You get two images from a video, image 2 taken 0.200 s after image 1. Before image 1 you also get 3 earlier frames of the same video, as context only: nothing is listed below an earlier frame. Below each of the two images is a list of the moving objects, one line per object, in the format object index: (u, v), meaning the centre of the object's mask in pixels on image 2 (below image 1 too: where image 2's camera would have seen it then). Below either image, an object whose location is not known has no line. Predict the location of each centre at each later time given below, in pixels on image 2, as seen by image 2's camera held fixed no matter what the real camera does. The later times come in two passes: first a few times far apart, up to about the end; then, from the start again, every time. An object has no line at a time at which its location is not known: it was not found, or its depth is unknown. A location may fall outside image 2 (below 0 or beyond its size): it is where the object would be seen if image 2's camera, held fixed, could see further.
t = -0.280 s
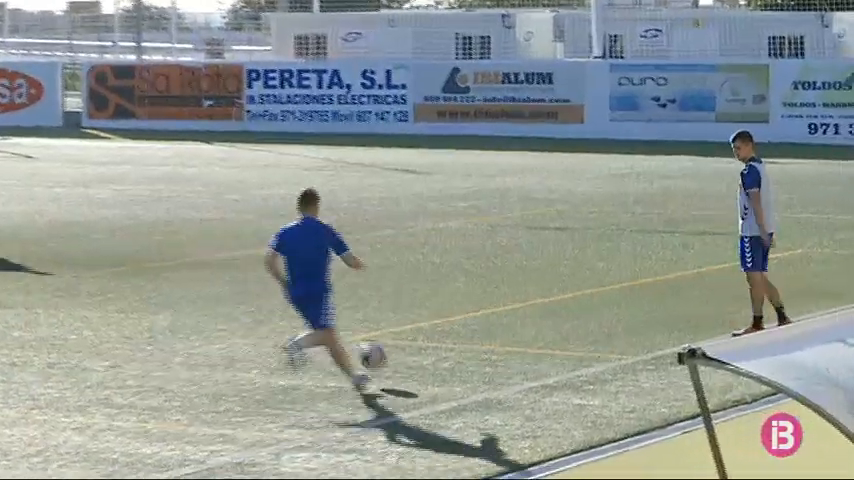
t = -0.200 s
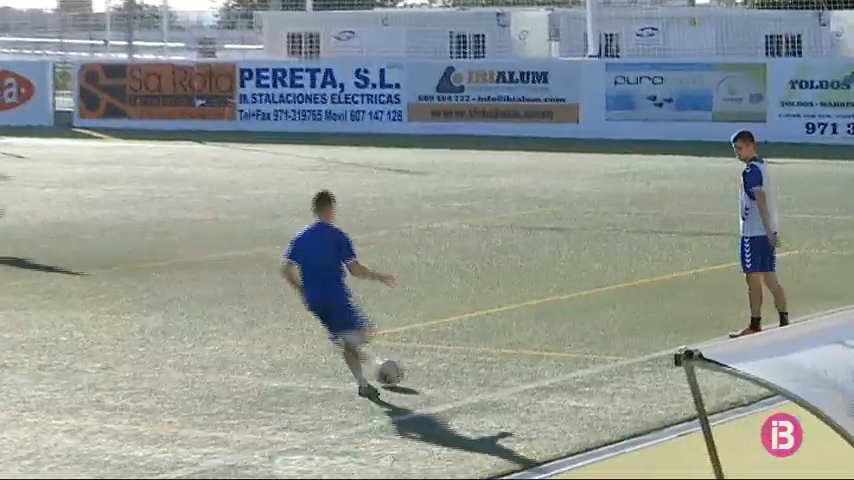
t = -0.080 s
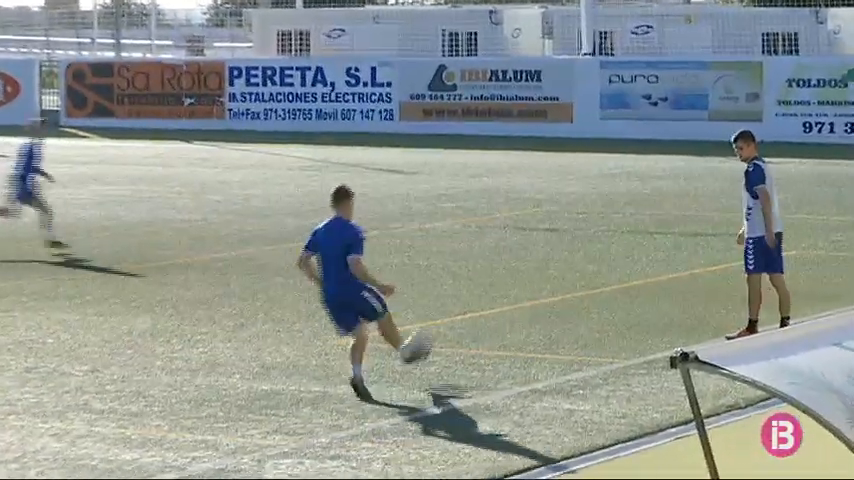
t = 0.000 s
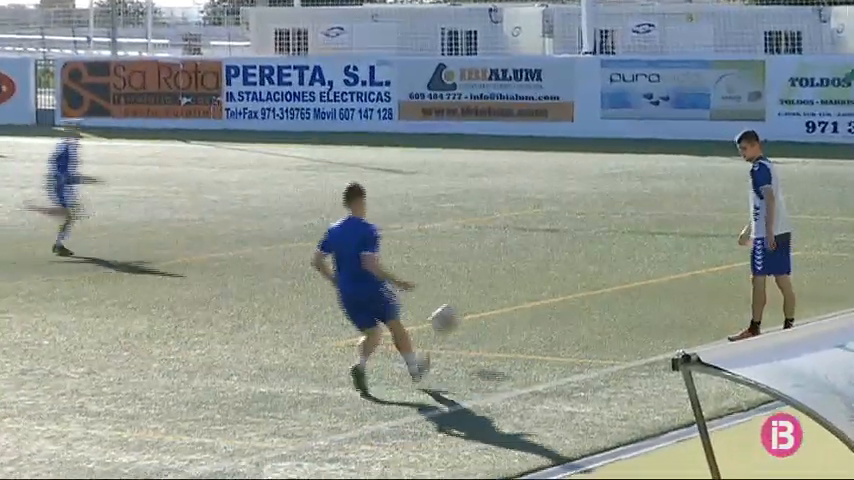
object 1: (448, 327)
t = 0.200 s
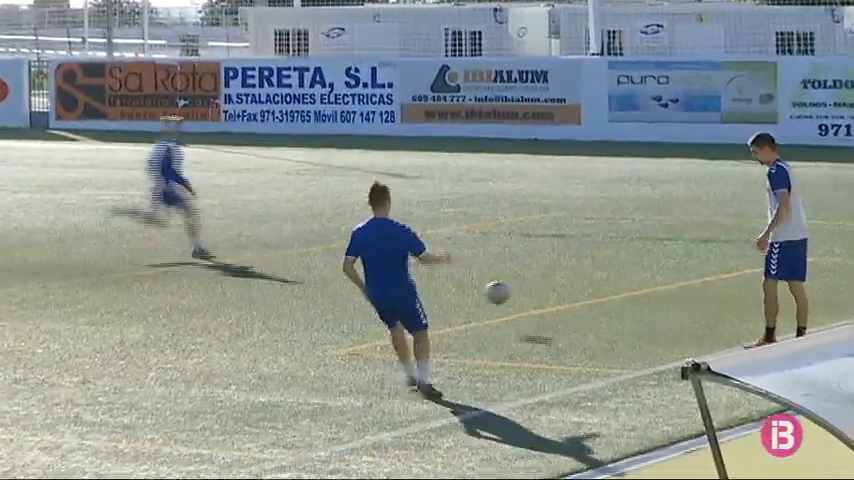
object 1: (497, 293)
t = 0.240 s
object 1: (504, 292)
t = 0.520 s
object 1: (524, 257)
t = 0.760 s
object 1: (531, 256)
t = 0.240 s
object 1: (504, 292)
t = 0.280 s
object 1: (509, 294)
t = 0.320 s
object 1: (513, 296)
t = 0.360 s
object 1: (517, 289)
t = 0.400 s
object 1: (518, 278)
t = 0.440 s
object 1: (520, 269)
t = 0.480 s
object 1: (522, 262)
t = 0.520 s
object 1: (524, 257)
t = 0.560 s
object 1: (526, 254)
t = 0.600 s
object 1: (527, 254)
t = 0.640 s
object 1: (528, 254)
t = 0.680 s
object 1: (529, 256)
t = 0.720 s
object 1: (530, 260)
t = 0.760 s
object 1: (531, 256)
